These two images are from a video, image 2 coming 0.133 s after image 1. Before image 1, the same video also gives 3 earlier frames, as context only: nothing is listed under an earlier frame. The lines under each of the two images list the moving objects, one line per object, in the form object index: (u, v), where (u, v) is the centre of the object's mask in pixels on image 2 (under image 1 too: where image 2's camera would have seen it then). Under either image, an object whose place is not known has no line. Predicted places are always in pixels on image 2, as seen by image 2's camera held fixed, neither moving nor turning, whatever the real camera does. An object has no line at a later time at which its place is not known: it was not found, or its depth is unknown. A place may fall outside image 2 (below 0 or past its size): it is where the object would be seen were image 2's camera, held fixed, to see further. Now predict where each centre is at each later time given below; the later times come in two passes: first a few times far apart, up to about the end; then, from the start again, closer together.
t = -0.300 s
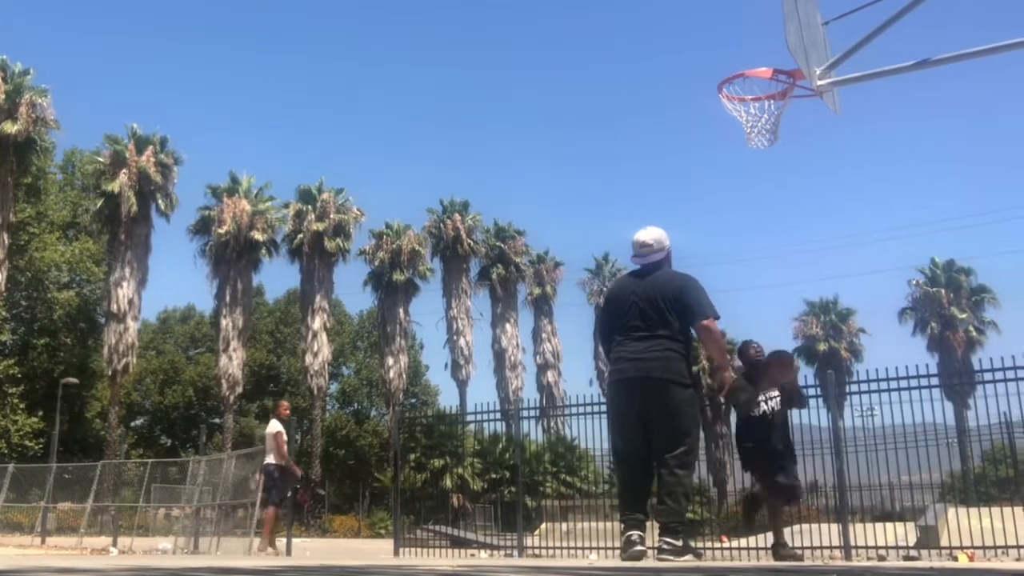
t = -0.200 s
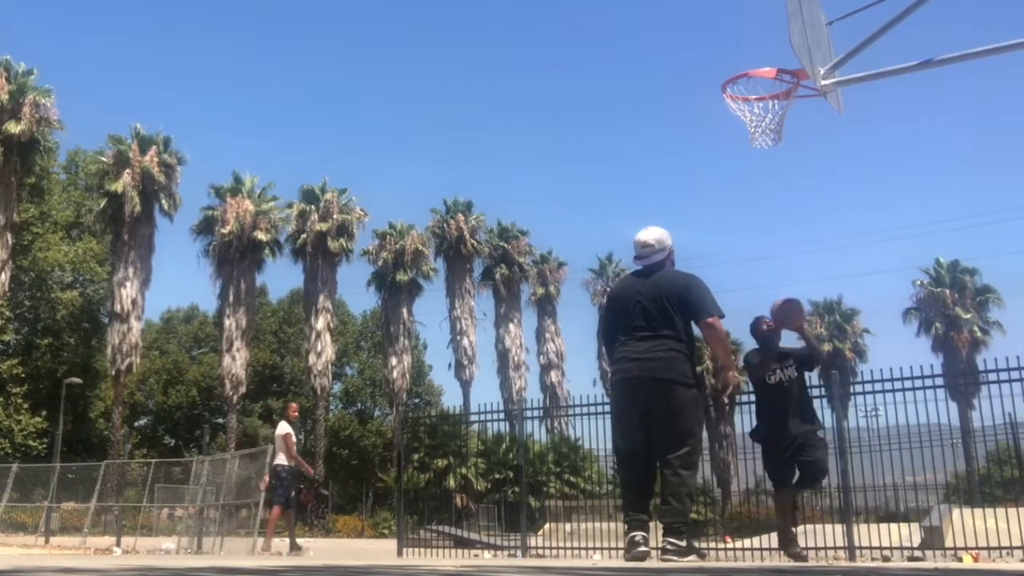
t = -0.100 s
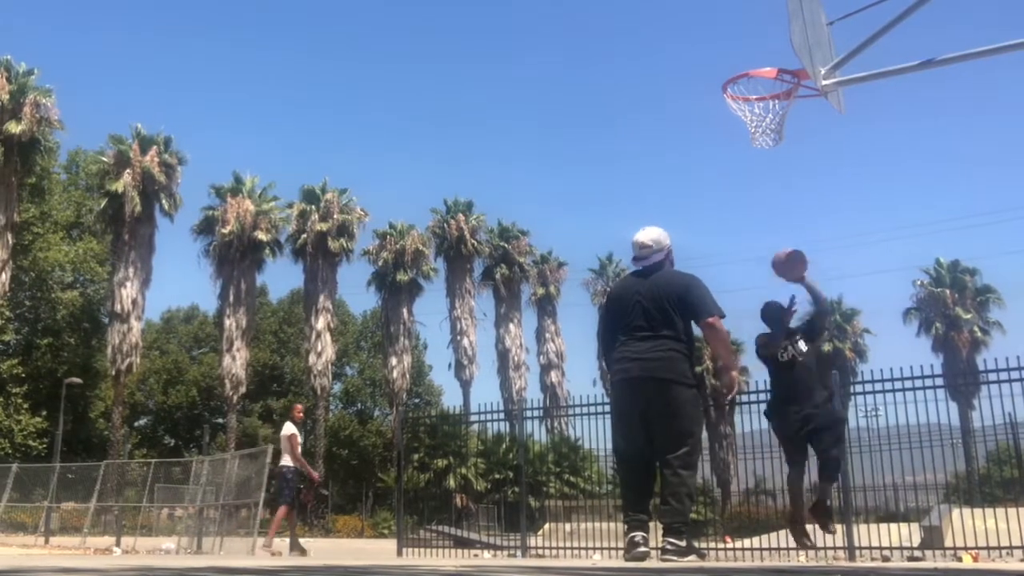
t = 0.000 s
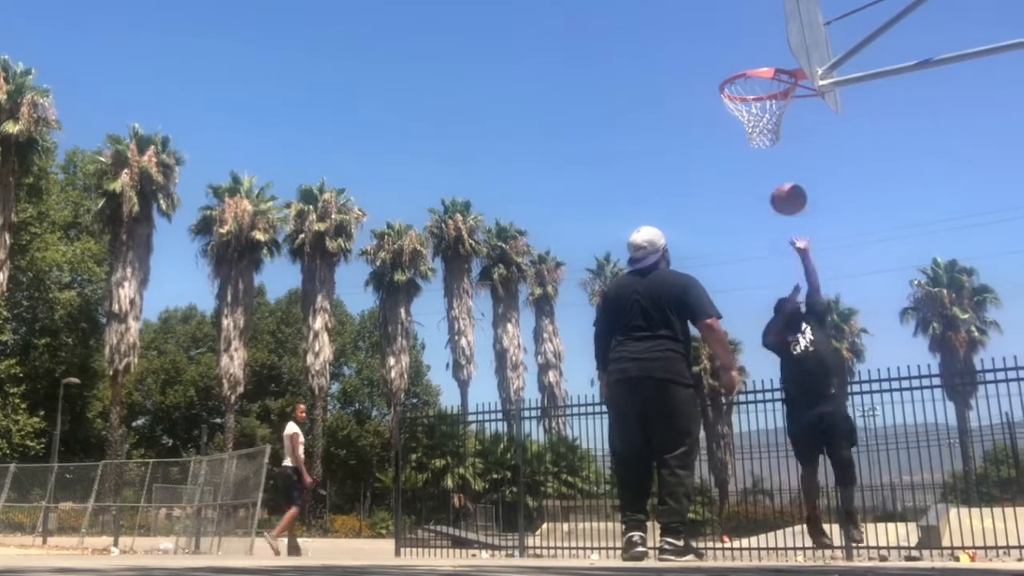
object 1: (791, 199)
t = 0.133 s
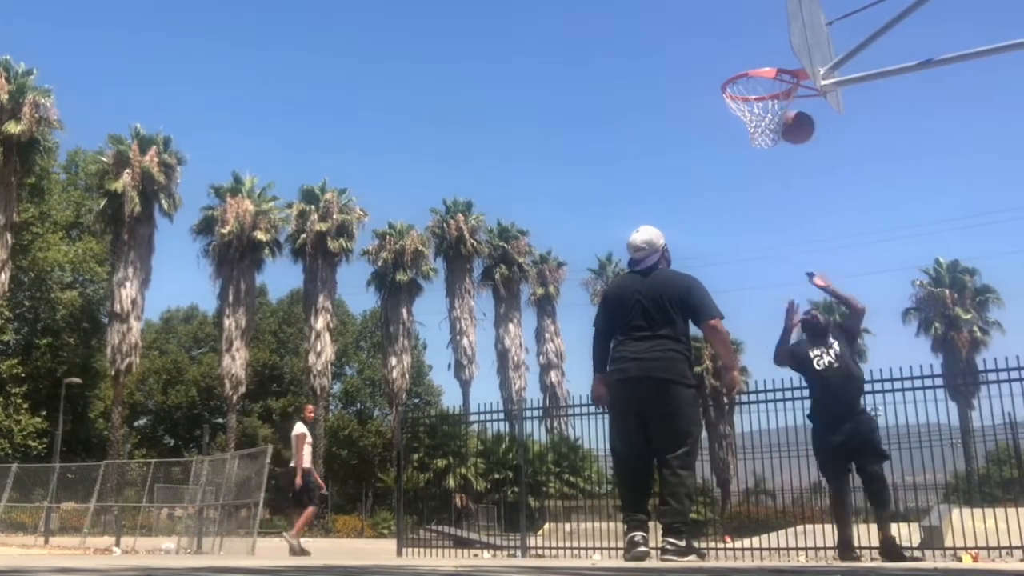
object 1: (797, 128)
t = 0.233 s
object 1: (806, 93)
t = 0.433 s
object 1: (782, 66)
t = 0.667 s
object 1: (747, 110)
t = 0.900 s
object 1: (762, 137)
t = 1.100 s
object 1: (800, 200)
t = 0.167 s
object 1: (801, 114)
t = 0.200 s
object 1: (804, 100)
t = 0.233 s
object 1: (806, 93)
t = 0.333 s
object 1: (791, 63)
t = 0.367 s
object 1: (788, 60)
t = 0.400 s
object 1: (785, 59)
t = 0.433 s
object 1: (782, 66)
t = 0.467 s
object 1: (776, 71)
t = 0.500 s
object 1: (770, 84)
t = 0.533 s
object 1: (763, 89)
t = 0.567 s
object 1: (757, 93)
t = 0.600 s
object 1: (752, 98)
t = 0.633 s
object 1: (749, 104)
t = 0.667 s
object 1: (747, 110)
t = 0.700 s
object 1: (744, 111)
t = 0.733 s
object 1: (744, 115)
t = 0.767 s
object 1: (745, 118)
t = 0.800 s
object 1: (748, 124)
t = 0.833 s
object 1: (753, 128)
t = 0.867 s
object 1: (757, 132)
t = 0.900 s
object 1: (762, 137)
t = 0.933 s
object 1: (768, 145)
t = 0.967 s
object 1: (774, 153)
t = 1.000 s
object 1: (780, 162)
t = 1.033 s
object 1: (786, 173)
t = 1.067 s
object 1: (794, 185)
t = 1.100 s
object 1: (800, 200)
